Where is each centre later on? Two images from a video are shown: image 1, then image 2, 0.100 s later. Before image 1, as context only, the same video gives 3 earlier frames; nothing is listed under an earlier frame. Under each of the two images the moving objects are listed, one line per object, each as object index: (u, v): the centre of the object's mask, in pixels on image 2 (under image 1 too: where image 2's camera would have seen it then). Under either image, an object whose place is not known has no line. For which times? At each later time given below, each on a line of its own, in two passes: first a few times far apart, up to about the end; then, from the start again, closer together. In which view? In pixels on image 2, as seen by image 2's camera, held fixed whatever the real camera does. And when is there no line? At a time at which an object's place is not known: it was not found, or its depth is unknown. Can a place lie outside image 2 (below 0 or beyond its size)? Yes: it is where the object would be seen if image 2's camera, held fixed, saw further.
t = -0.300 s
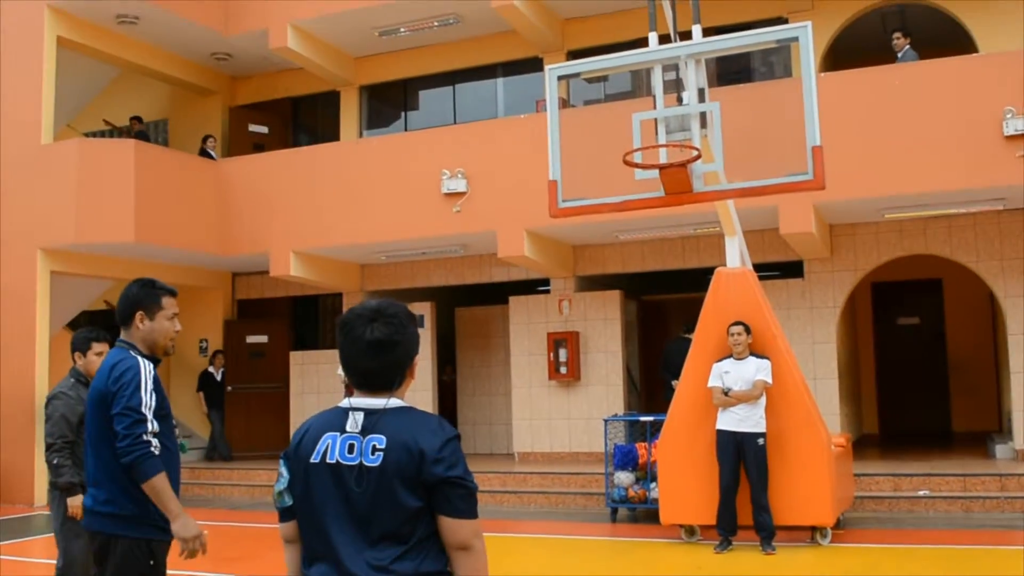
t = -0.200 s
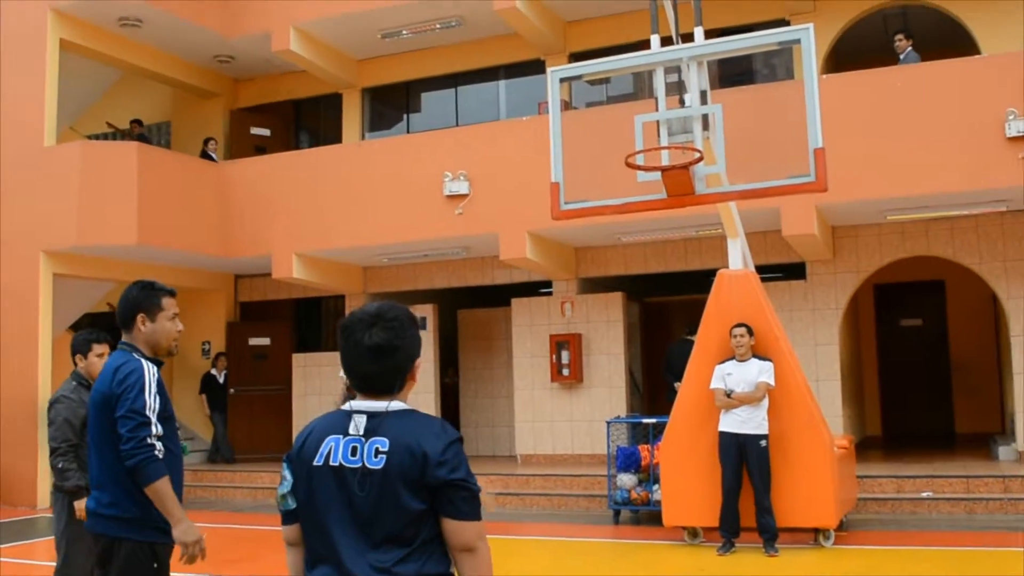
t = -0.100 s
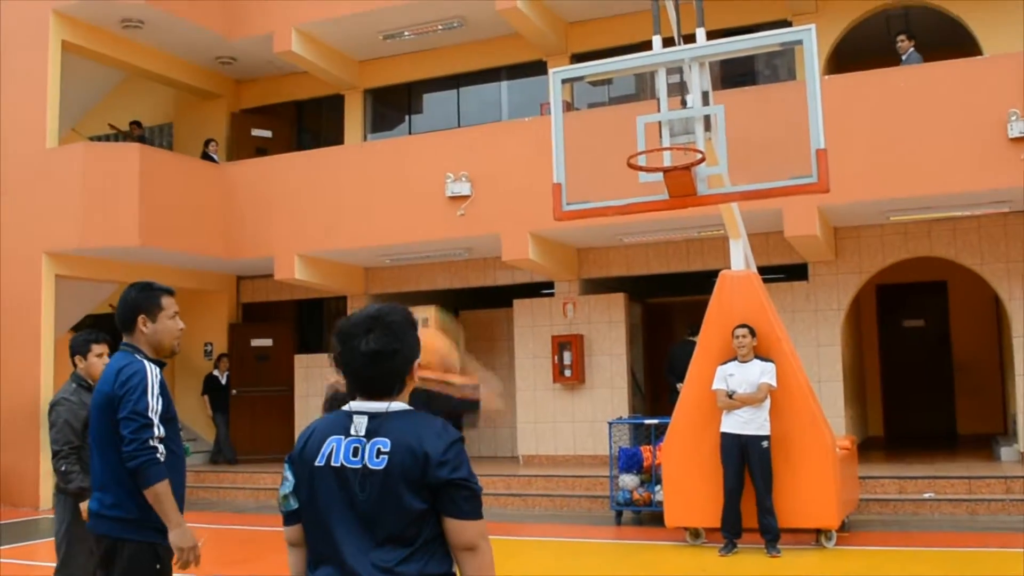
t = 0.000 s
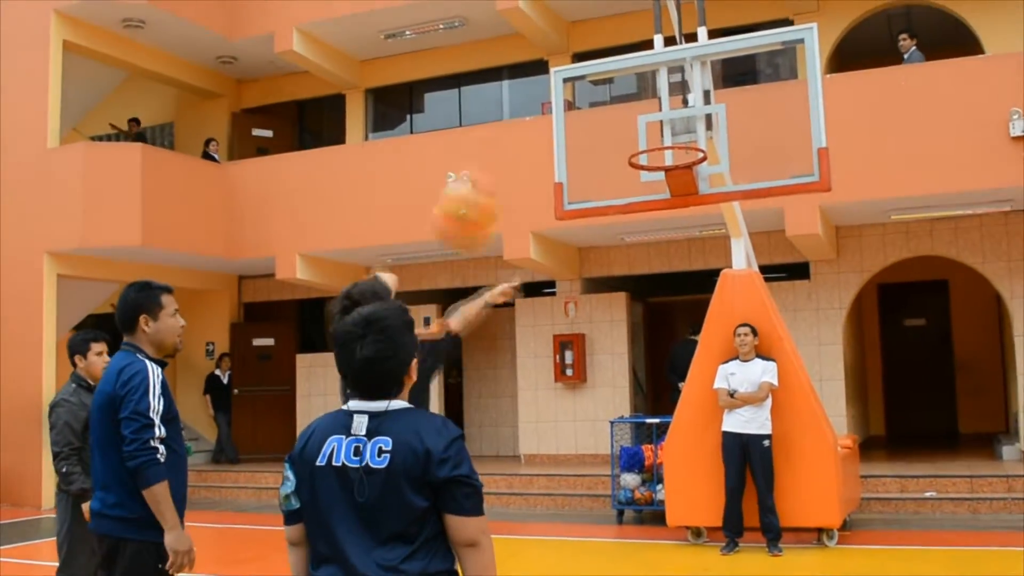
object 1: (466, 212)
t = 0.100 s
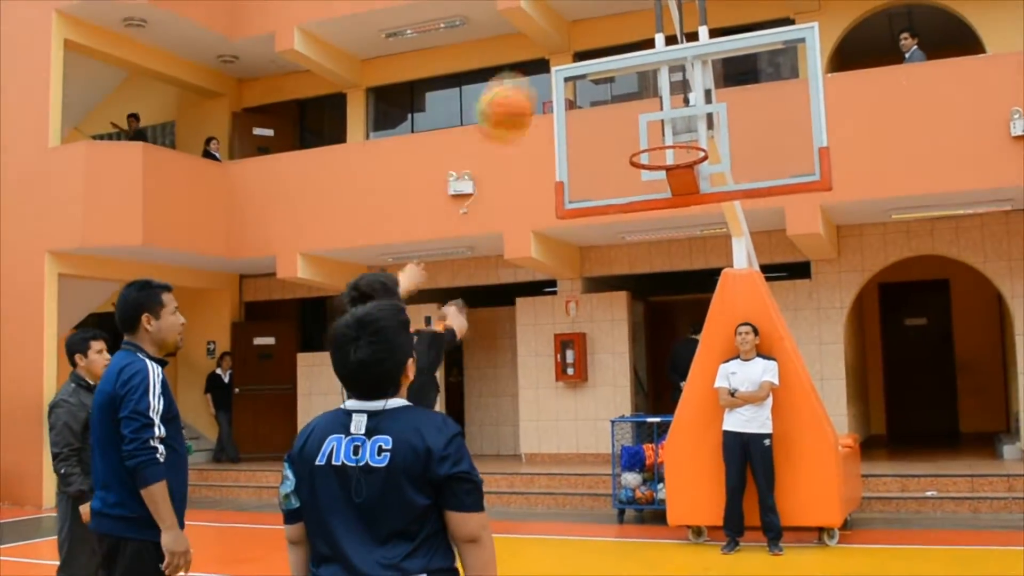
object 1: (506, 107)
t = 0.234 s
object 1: (550, 29)
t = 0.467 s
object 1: (610, 11)
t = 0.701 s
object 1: (660, 61)
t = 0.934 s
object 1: (676, 155)
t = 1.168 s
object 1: (652, 313)
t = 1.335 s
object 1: (631, 533)
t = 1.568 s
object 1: (583, 451)
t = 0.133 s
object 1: (518, 82)
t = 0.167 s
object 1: (528, 61)
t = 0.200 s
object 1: (539, 44)
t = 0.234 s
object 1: (550, 29)
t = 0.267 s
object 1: (560, 21)
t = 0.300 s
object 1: (568, 17)
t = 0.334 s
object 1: (577, 14)
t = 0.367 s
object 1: (583, 12)
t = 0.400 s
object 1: (592, 10)
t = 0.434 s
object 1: (602, 10)
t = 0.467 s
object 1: (610, 11)
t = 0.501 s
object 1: (617, 11)
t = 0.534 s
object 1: (626, 15)
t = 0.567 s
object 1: (633, 19)
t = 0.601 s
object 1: (638, 24)
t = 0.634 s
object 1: (646, 35)
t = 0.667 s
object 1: (652, 46)
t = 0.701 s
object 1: (660, 61)
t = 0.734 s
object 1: (668, 77)
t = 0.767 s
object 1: (674, 93)
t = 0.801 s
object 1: (681, 107)
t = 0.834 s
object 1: (684, 125)
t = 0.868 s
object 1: (682, 131)
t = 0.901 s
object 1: (678, 142)
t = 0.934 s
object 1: (676, 155)
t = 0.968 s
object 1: (672, 167)
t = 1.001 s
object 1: (670, 187)
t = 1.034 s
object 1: (665, 204)
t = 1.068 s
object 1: (662, 230)
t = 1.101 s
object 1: (659, 254)
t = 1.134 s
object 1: (656, 277)
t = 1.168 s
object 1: (652, 313)
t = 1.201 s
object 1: (649, 349)
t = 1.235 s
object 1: (646, 392)
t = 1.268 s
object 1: (640, 429)
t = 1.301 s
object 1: (636, 475)
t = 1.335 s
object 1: (631, 533)
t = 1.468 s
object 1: (607, 558)
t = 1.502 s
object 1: (598, 526)
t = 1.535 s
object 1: (592, 494)
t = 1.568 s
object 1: (583, 451)
